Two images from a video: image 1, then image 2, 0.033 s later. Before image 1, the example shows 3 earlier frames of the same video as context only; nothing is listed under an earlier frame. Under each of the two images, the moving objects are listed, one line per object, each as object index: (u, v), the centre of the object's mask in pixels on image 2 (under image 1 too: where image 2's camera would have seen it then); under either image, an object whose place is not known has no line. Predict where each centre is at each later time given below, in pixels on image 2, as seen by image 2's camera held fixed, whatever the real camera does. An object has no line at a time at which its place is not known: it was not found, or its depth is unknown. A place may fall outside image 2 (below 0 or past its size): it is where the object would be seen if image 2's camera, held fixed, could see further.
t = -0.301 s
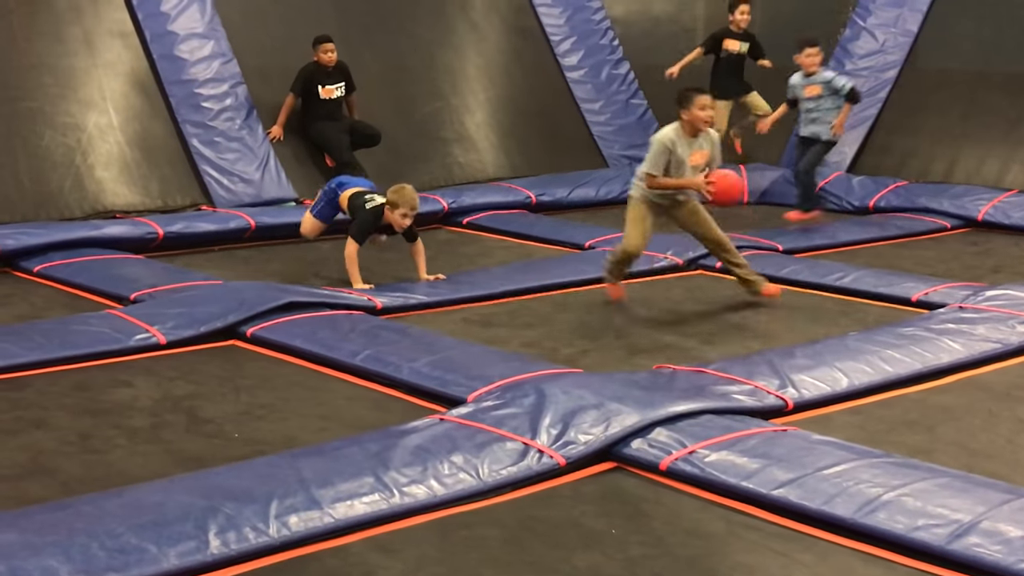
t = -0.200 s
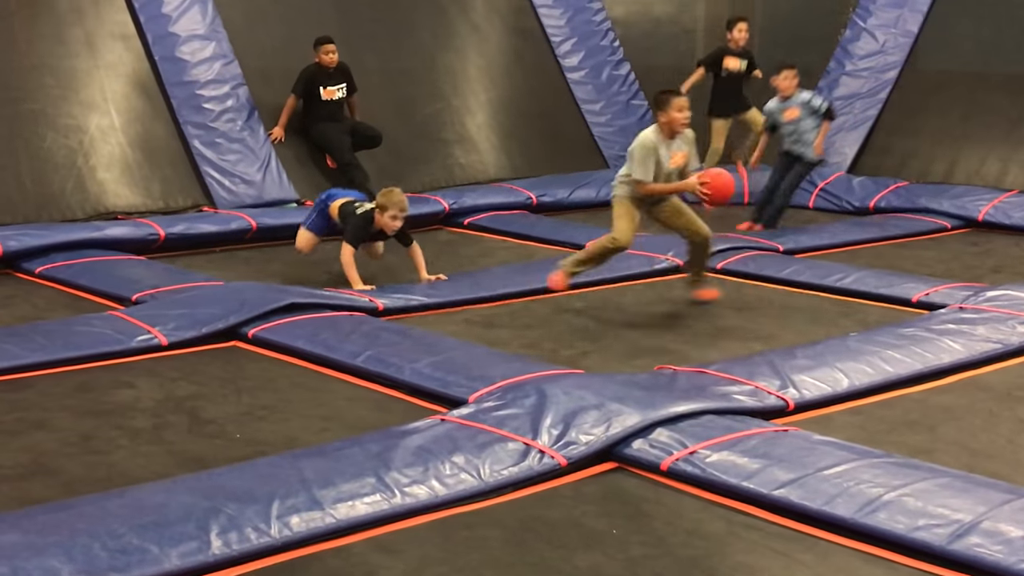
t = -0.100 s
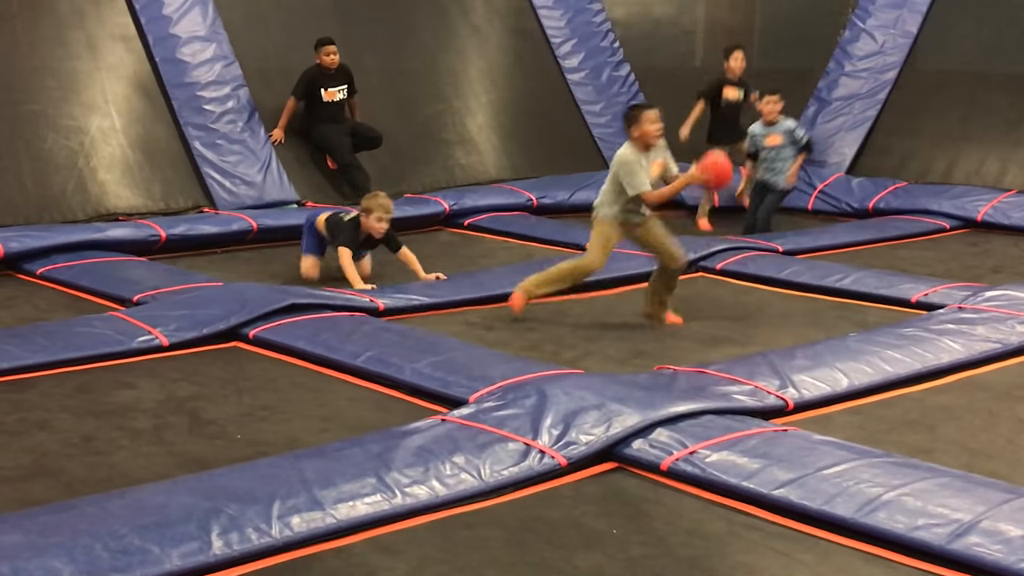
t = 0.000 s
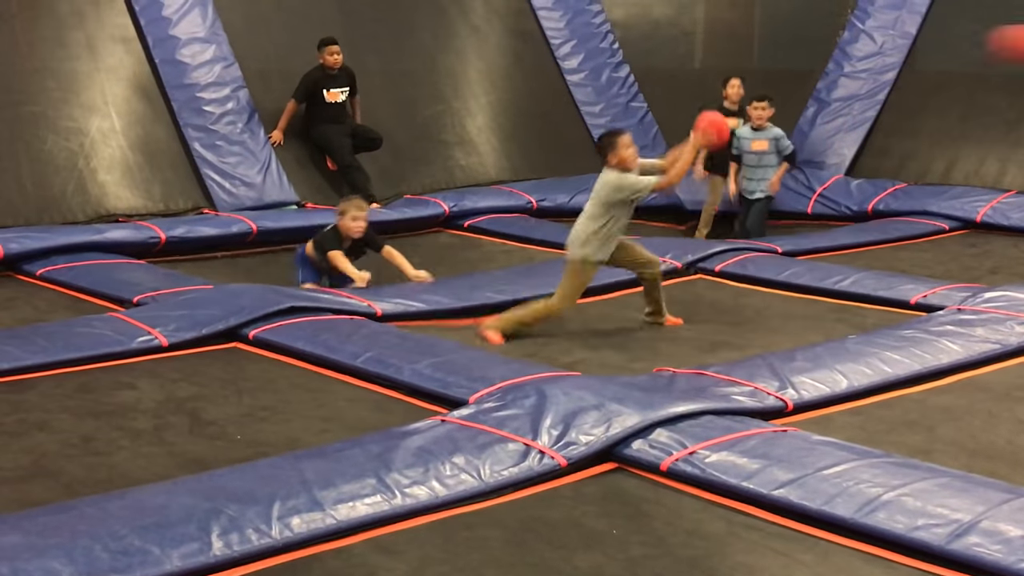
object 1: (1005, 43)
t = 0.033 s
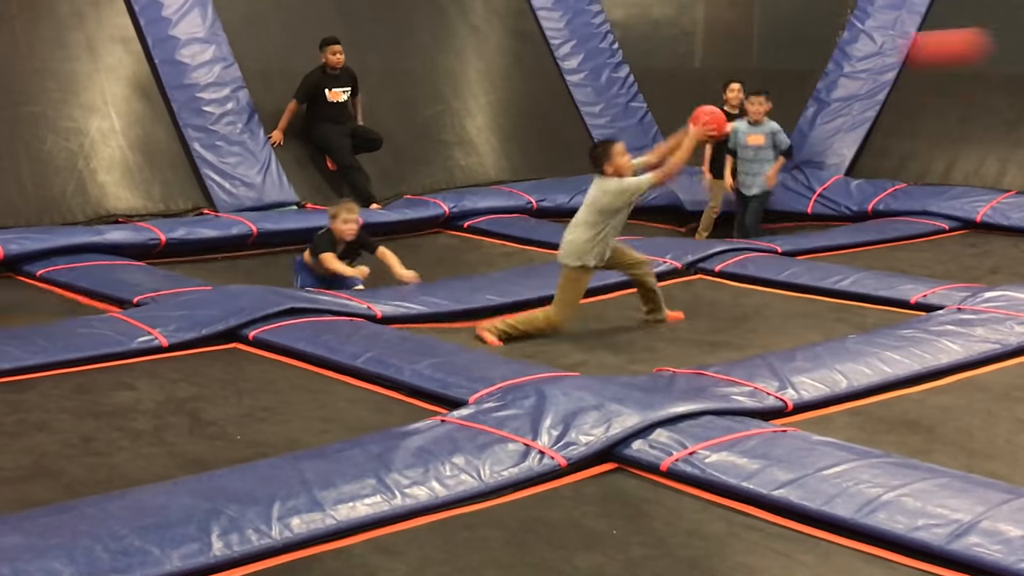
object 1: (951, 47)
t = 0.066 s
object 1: (862, 54)
